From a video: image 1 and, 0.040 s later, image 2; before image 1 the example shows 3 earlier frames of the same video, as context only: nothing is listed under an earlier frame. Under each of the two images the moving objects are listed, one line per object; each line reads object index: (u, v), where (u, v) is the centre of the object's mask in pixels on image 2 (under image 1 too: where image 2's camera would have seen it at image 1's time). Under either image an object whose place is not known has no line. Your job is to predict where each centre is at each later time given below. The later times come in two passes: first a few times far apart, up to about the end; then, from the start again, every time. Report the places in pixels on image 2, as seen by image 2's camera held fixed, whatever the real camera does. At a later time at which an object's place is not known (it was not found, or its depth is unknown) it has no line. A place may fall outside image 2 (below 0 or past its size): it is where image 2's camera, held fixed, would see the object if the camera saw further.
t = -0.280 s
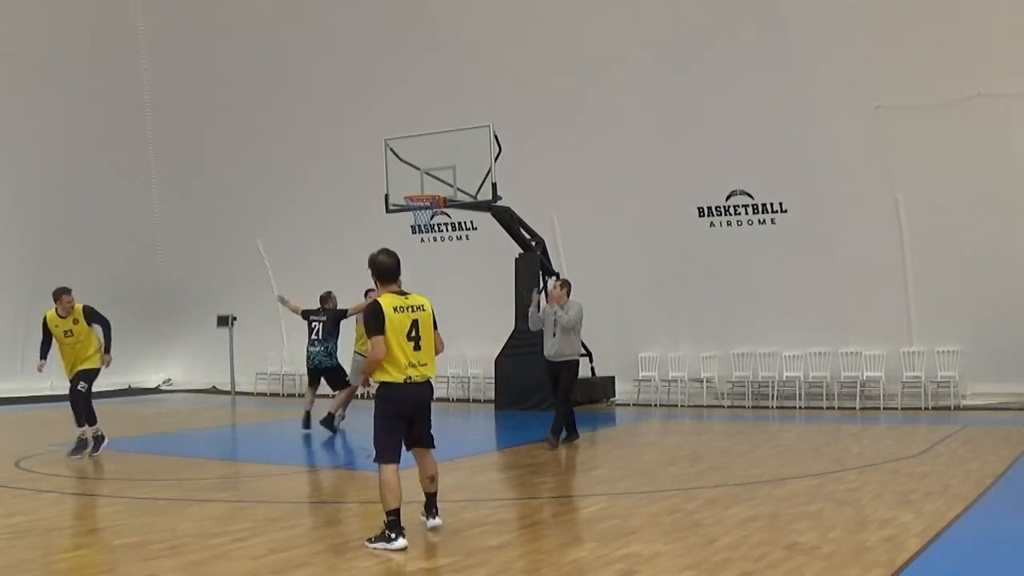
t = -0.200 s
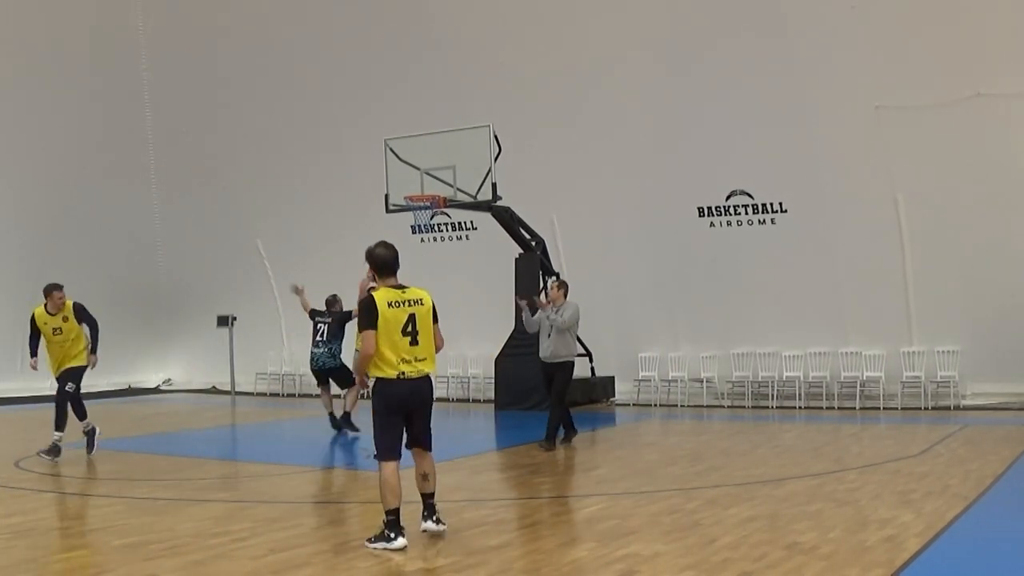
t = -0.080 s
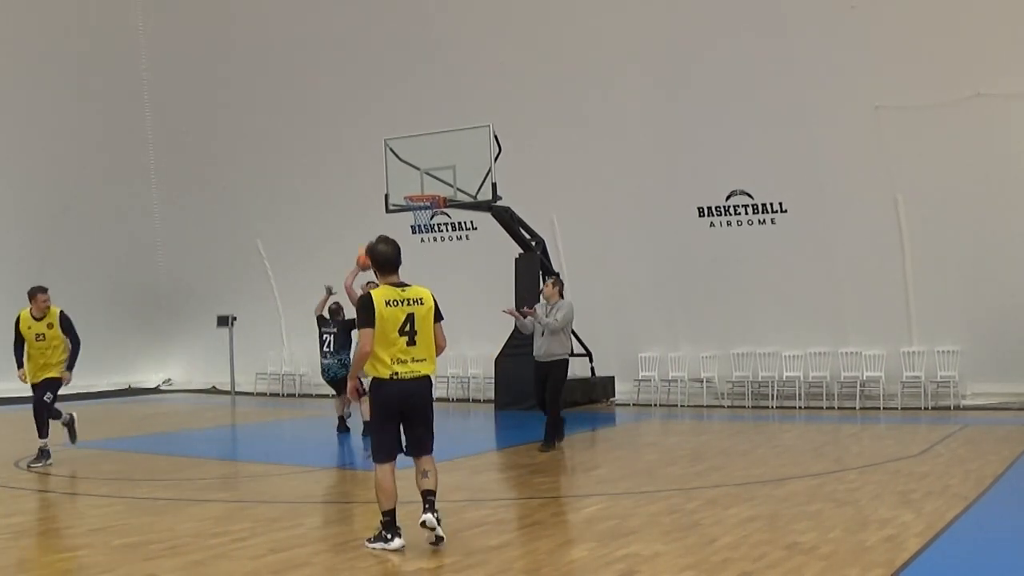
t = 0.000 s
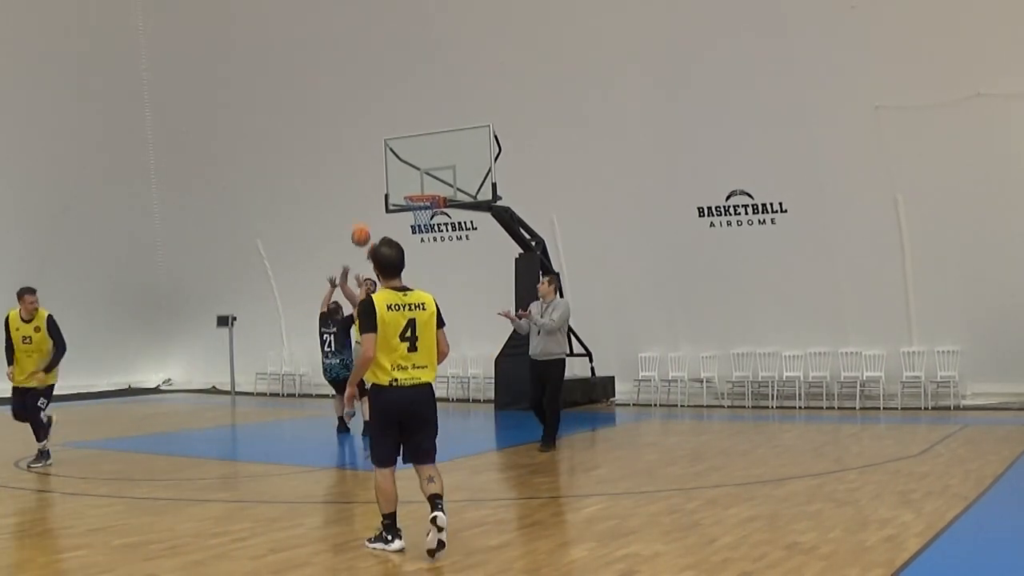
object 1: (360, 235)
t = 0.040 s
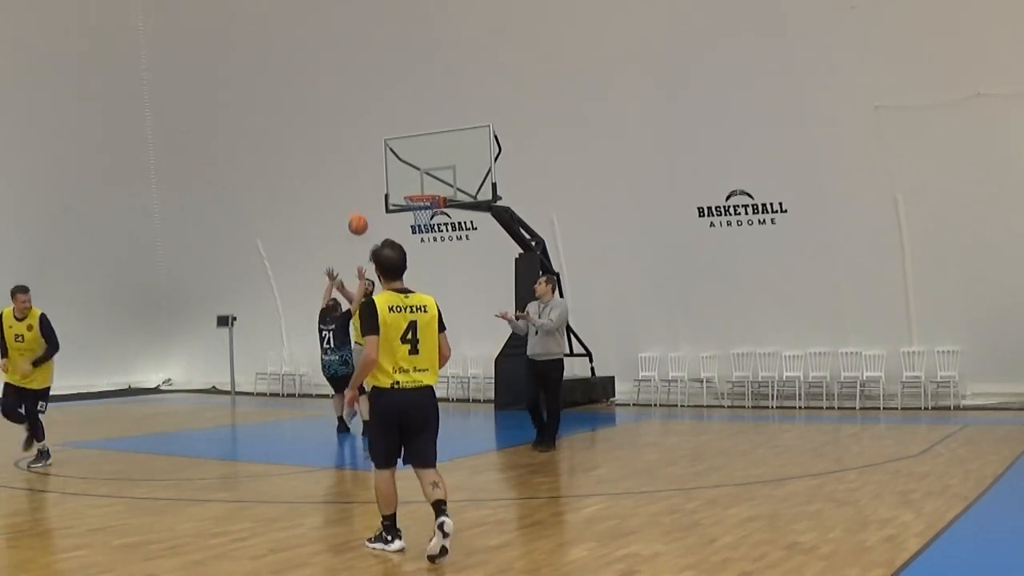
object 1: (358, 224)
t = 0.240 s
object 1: (344, 178)
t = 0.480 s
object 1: (321, 164)
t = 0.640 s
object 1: (303, 193)
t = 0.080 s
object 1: (355, 213)
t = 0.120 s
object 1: (352, 202)
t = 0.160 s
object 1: (349, 193)
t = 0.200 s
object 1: (347, 185)
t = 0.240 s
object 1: (344, 178)
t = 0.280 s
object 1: (340, 173)
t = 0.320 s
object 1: (337, 168)
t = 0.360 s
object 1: (333, 165)
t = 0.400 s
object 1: (329, 163)
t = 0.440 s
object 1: (325, 163)
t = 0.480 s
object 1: (321, 164)
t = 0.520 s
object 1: (316, 168)
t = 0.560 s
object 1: (312, 174)
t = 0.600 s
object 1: (308, 182)
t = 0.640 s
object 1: (303, 193)
